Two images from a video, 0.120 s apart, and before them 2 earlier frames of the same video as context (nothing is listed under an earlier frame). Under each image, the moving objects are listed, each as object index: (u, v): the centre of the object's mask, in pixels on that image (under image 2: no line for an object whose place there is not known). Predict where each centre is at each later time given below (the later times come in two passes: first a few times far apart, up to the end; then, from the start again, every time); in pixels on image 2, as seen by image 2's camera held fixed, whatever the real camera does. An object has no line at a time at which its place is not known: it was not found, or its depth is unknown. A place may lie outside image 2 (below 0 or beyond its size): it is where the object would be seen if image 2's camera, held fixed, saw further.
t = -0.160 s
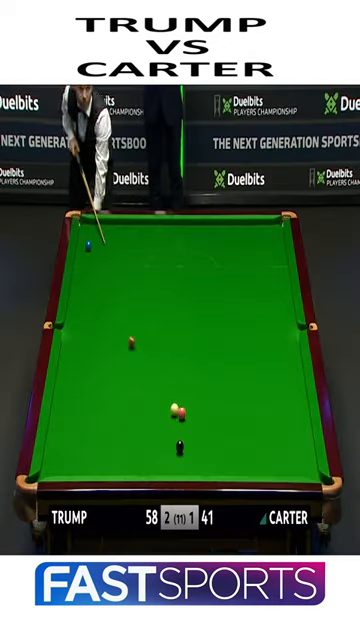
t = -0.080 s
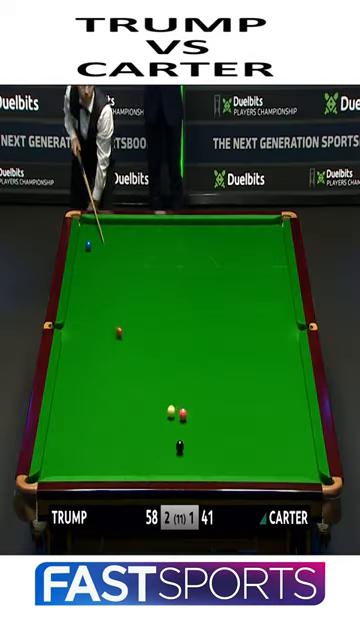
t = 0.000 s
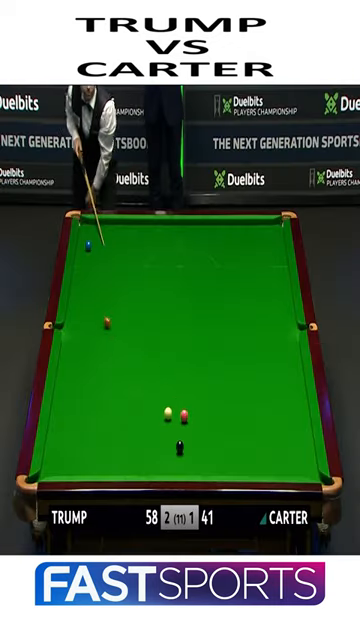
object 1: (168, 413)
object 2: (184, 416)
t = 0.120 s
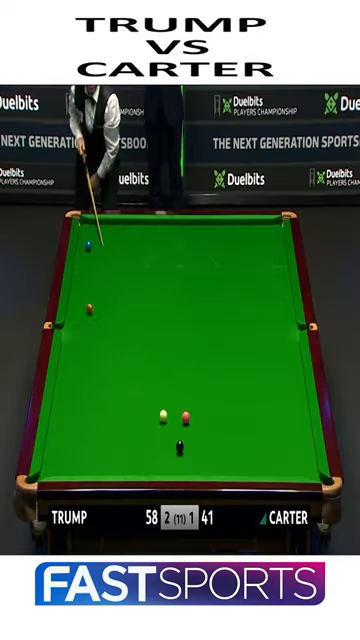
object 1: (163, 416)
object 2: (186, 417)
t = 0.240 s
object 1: (158, 418)
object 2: (187, 419)
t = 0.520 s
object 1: (148, 424)
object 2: (191, 422)
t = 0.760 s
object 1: (139, 429)
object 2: (193, 425)
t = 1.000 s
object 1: (131, 434)
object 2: (196, 428)
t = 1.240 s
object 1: (123, 438)
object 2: (198, 430)
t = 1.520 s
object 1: (115, 443)
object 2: (200, 432)
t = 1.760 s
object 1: (108, 447)
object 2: (201, 434)
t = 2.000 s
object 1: (101, 450)
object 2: (203, 435)
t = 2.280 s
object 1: (95, 454)
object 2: (203, 436)
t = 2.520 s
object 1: (89, 457)
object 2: (204, 436)
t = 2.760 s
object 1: (84, 460)
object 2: (204, 436)
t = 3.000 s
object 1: (80, 463)
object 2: (204, 436)
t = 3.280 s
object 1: (75, 465)
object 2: (204, 436)
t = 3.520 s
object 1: (72, 467)
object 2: (204, 436)
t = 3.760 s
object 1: (70, 467)
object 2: (204, 436)
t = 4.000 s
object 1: (68, 469)
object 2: (204, 436)
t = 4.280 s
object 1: (67, 469)
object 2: (204, 436)
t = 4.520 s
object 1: (66, 470)
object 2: (204, 436)
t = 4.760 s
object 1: (66, 470)
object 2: (204, 436)
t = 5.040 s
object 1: (66, 470)
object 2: (204, 436)
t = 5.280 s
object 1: (66, 470)
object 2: (204, 436)
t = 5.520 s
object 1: (65, 470)
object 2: (204, 436)
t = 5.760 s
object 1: (65, 470)
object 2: (204, 436)
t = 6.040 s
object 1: (65, 470)
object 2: (204, 436)
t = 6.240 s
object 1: (65, 470)
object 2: (204, 436)
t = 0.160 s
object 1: (161, 416)
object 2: (186, 418)
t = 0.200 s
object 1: (160, 417)
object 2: (187, 418)
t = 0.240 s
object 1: (158, 418)
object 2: (187, 419)
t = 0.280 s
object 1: (157, 419)
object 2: (188, 419)
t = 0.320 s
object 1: (155, 420)
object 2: (188, 420)
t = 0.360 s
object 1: (154, 421)
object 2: (189, 420)
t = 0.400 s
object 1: (152, 422)
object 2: (189, 421)
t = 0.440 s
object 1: (151, 423)
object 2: (190, 422)
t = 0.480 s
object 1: (149, 423)
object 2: (190, 422)
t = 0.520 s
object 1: (148, 424)
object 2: (191, 422)
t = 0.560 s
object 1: (146, 425)
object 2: (191, 423)
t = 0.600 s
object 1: (145, 426)
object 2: (192, 424)
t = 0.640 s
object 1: (143, 427)
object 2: (192, 424)
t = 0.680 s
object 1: (142, 427)
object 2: (192, 424)
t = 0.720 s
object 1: (141, 428)
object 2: (193, 425)
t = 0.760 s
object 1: (139, 429)
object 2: (193, 425)
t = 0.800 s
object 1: (138, 430)
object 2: (194, 426)
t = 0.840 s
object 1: (136, 430)
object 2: (194, 426)
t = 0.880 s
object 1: (135, 431)
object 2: (195, 426)
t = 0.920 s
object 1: (134, 432)
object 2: (195, 427)
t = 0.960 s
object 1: (132, 433)
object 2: (195, 427)
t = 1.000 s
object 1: (131, 434)
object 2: (196, 428)
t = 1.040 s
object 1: (130, 434)
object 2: (196, 428)
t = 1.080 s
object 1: (128, 435)
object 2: (197, 428)
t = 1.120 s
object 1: (127, 436)
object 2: (197, 429)
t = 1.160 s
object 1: (126, 436)
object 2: (197, 429)
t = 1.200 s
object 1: (124, 437)
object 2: (197, 430)
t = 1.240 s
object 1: (123, 438)
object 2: (198, 430)
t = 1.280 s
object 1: (122, 439)
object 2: (198, 430)
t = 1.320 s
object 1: (121, 439)
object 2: (199, 430)
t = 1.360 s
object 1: (120, 440)
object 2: (199, 431)
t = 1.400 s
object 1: (118, 441)
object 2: (199, 431)
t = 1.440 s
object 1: (117, 441)
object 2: (200, 431)
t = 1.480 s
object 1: (116, 442)
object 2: (200, 432)
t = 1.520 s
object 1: (115, 443)
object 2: (200, 432)
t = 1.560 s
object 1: (114, 444)
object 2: (200, 432)
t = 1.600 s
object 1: (112, 444)
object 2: (200, 432)
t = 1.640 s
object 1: (111, 445)
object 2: (201, 433)
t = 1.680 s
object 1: (110, 446)
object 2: (201, 433)
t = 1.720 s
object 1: (109, 446)
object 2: (201, 434)
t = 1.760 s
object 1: (108, 447)
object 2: (201, 434)
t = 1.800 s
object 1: (106, 448)
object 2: (201, 434)
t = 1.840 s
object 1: (106, 448)
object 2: (202, 434)
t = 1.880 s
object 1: (105, 449)
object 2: (202, 434)
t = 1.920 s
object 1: (103, 450)
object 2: (202, 434)
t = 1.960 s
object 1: (102, 450)
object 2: (203, 435)
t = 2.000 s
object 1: (101, 450)
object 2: (203, 435)
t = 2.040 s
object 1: (100, 451)
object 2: (203, 435)
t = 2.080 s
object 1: (99, 452)
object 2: (203, 435)
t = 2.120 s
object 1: (98, 452)
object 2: (203, 435)
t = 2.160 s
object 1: (97, 453)
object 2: (203, 435)
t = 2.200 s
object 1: (96, 454)
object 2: (203, 435)
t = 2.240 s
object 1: (95, 454)
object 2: (203, 435)
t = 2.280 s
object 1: (95, 454)
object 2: (203, 436)
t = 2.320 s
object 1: (94, 455)
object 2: (204, 436)
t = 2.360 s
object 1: (93, 455)
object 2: (204, 436)
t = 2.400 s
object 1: (92, 456)
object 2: (204, 436)
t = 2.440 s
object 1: (91, 456)
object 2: (204, 436)
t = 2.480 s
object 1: (90, 457)
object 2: (204, 436)
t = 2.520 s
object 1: (89, 457)
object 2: (204, 436)
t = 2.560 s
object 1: (88, 458)
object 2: (204, 436)
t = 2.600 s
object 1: (87, 459)
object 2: (204, 436)
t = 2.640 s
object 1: (86, 459)
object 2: (204, 436)
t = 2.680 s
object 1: (86, 459)
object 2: (204, 436)
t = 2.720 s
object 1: (85, 460)
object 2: (204, 436)
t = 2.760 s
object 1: (84, 460)
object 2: (204, 436)
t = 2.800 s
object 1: (83, 461)
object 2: (204, 436)
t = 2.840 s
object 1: (83, 461)
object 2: (204, 436)
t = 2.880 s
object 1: (82, 462)
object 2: (204, 436)
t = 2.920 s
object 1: (81, 462)
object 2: (204, 436)
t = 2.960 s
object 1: (80, 462)
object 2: (204, 436)
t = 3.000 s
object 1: (80, 463)
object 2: (204, 436)
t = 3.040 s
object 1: (79, 463)
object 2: (204, 436)
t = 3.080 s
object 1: (78, 464)
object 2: (204, 436)
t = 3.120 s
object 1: (78, 464)
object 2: (204, 436)
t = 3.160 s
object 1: (77, 464)
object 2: (204, 436)
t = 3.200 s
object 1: (76, 465)
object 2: (204, 436)
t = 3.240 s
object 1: (76, 465)
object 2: (204, 436)
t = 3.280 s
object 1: (75, 465)
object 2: (204, 436)
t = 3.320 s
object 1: (75, 465)
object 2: (204, 436)
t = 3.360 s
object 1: (74, 466)
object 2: (204, 436)
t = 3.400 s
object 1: (74, 466)
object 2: (204, 436)
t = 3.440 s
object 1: (73, 466)
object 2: (204, 436)
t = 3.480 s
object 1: (73, 466)
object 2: (204, 436)
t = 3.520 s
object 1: (72, 467)
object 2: (204, 436)
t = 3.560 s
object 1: (72, 467)
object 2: (204, 436)
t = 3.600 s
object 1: (71, 467)
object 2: (204, 436)
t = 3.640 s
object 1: (71, 467)
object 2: (204, 436)
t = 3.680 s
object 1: (71, 467)
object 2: (204, 436)
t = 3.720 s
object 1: (70, 468)
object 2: (204, 436)
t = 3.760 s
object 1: (70, 467)
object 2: (204, 436)
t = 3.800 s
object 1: (69, 468)
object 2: (204, 436)
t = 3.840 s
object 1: (69, 468)
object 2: (204, 436)
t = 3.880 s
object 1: (69, 468)
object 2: (204, 436)
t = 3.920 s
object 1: (68, 469)
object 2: (204, 436)
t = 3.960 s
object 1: (68, 469)
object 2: (204, 436)
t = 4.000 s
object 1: (68, 469)
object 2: (204, 436)
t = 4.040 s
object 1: (68, 469)
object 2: (204, 436)
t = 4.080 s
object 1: (68, 469)
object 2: (204, 436)
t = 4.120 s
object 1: (67, 469)
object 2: (204, 436)
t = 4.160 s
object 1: (67, 469)
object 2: (204, 436)
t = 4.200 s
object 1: (67, 469)
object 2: (204, 436)
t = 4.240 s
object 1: (67, 469)
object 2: (204, 436)
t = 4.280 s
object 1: (67, 469)
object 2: (204, 436)
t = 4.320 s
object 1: (66, 470)
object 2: (204, 436)
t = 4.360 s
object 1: (66, 470)
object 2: (204, 436)
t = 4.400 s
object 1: (66, 470)
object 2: (204, 436)
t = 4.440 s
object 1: (66, 470)
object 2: (204, 436)
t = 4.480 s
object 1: (66, 470)
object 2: (204, 436)
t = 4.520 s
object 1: (66, 470)
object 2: (204, 436)
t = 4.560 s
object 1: (66, 470)
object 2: (204, 436)
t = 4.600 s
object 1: (66, 470)
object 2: (204, 436)
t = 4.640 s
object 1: (66, 470)
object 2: (204, 436)
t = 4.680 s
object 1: (66, 470)
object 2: (204, 436)
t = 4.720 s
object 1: (66, 470)
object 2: (204, 436)
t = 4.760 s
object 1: (66, 470)
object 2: (204, 436)
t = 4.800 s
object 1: (66, 470)
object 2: (204, 436)
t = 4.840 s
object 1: (66, 470)
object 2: (204, 436)
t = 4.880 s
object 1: (66, 470)
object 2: (204, 436)
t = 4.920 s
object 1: (66, 470)
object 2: (204, 436)
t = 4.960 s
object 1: (66, 470)
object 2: (204, 436)
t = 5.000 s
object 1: (66, 470)
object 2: (204, 436)
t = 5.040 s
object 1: (66, 470)
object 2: (204, 436)
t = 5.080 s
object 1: (66, 470)
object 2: (204, 436)
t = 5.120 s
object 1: (66, 470)
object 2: (204, 436)
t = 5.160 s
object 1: (66, 470)
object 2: (204, 436)
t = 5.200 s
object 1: (66, 470)
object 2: (204, 436)
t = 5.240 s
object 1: (66, 470)
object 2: (204, 436)
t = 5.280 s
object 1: (66, 470)
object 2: (204, 436)
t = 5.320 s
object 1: (66, 470)
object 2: (204, 436)
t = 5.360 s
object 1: (66, 470)
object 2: (204, 436)
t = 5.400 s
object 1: (66, 470)
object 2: (204, 436)
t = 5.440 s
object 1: (66, 470)
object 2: (204, 436)
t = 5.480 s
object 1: (65, 470)
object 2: (204, 436)
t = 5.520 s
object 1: (65, 470)
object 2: (204, 436)
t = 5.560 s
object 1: (65, 470)
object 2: (204, 436)
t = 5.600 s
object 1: (65, 470)
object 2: (204, 436)
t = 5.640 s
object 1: (65, 470)
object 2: (204, 436)
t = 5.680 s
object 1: (65, 470)
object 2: (204, 436)
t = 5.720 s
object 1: (65, 470)
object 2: (204, 436)
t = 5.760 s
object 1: (65, 470)
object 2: (204, 436)
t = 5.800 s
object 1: (65, 470)
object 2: (204, 436)
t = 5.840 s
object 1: (65, 470)
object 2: (204, 436)
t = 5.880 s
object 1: (65, 470)
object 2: (204, 436)
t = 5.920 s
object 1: (65, 470)
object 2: (204, 436)
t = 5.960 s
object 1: (65, 470)
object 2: (204, 436)
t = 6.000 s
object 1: (65, 470)
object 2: (204, 436)
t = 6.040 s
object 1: (65, 470)
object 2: (204, 436)
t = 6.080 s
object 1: (65, 470)
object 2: (204, 436)
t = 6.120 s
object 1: (65, 470)
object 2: (204, 436)
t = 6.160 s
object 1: (65, 470)
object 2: (204, 436)
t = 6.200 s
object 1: (65, 470)
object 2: (204, 436)
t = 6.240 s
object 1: (65, 470)
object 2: (204, 436)
